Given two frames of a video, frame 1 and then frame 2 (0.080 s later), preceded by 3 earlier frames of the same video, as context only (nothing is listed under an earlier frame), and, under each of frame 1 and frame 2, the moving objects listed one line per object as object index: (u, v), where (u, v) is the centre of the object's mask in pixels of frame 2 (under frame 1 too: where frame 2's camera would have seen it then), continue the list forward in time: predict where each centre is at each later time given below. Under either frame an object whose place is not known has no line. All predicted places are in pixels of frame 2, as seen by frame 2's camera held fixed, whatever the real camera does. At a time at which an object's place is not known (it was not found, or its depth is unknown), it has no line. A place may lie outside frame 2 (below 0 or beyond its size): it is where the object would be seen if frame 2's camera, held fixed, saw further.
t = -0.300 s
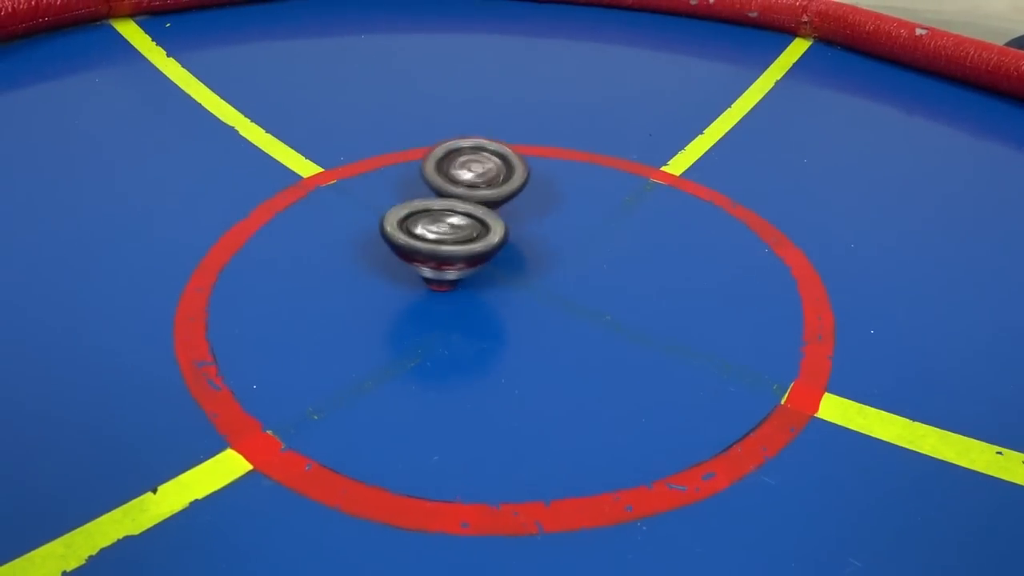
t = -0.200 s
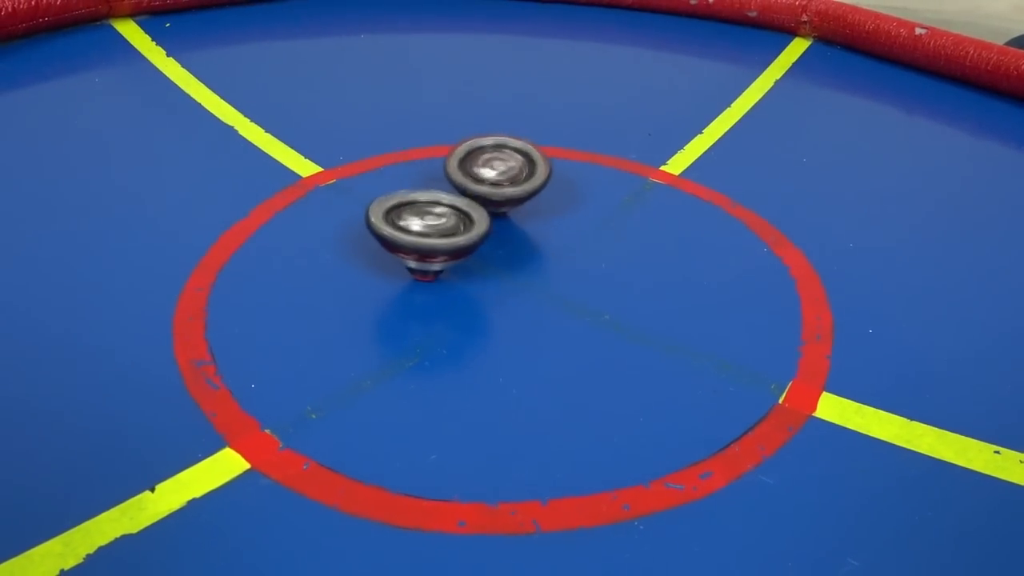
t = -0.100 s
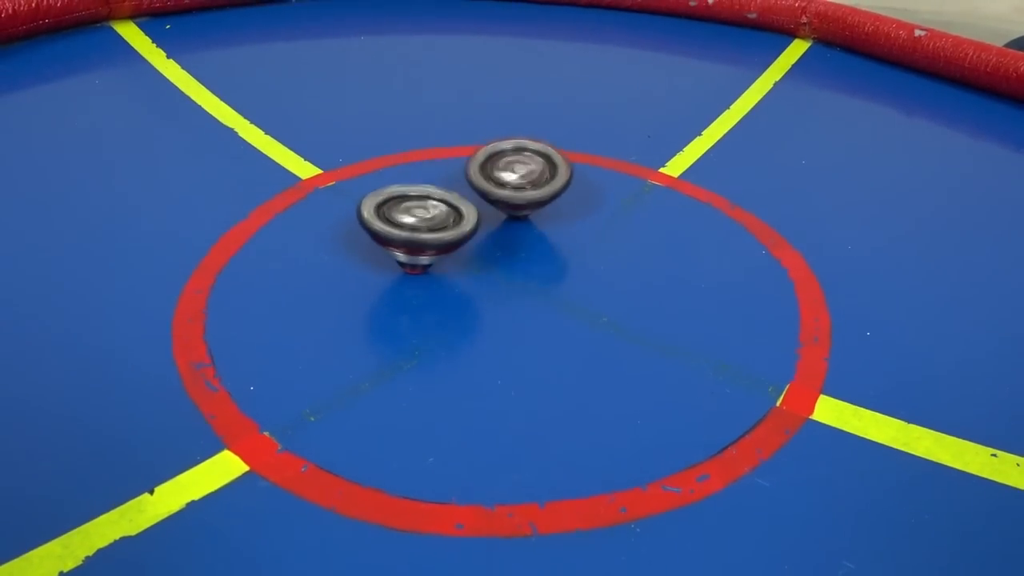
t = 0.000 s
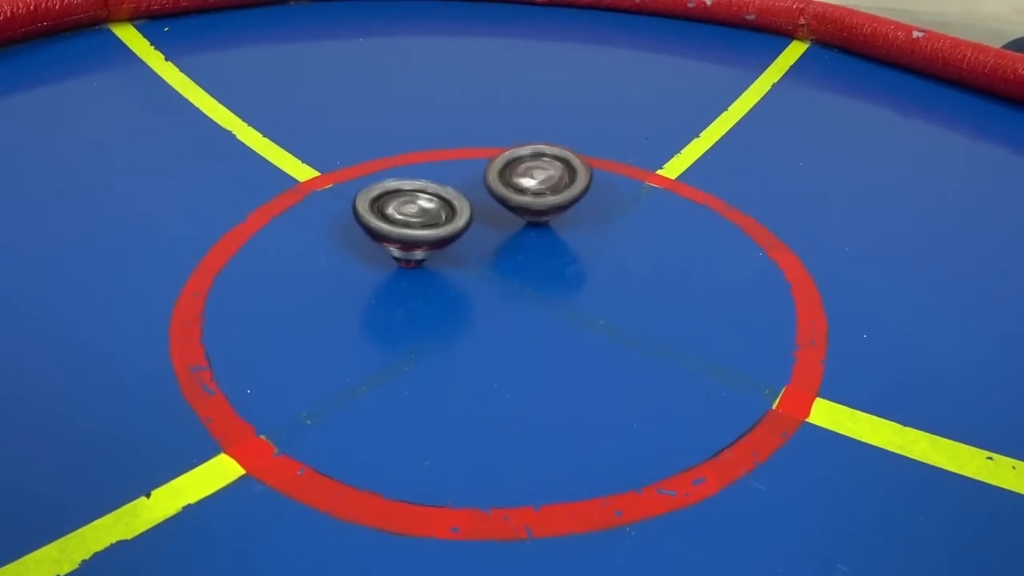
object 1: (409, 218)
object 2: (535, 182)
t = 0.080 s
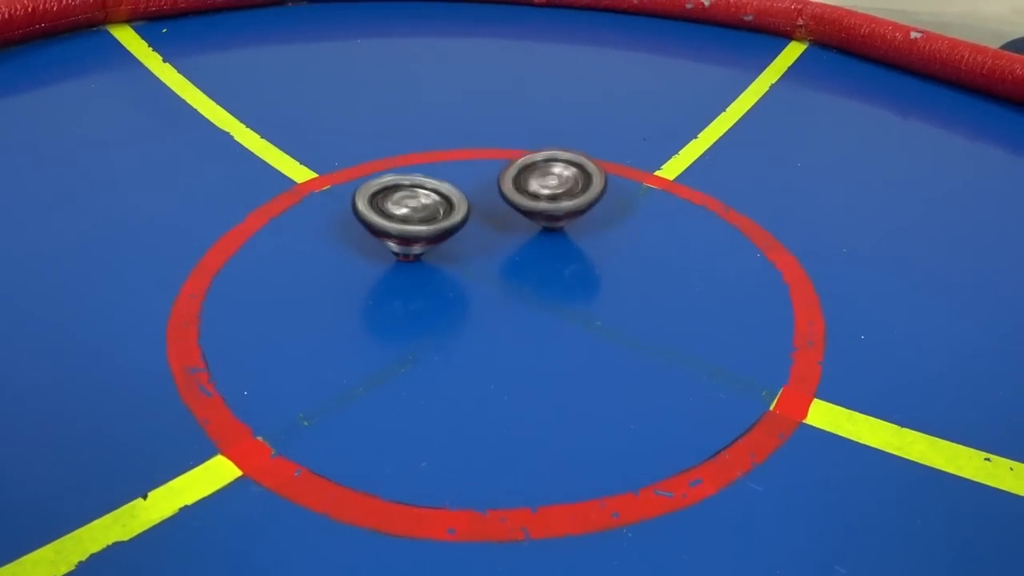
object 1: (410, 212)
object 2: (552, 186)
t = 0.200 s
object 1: (417, 204)
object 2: (576, 196)
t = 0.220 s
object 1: (419, 203)
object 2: (579, 198)
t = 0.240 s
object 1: (421, 201)
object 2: (582, 199)
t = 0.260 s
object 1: (423, 200)
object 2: (585, 202)
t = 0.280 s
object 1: (425, 199)
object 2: (589, 204)
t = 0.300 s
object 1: (427, 199)
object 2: (592, 206)
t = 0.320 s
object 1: (429, 198)
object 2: (594, 209)
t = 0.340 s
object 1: (432, 197)
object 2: (597, 211)
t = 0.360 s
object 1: (434, 196)
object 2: (600, 213)
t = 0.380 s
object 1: (437, 196)
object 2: (602, 215)
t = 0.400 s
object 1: (440, 195)
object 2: (604, 218)
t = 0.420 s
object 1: (443, 195)
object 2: (606, 220)
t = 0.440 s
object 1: (446, 194)
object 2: (607, 222)
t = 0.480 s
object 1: (453, 194)
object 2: (609, 227)
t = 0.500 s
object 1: (455, 193)
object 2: (610, 230)
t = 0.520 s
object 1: (458, 193)
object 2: (610, 232)
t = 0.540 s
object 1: (461, 193)
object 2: (610, 235)
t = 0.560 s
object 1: (465, 193)
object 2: (610, 238)
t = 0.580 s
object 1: (468, 194)
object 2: (610, 241)
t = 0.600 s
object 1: (471, 194)
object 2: (609, 243)
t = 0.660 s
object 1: (481, 195)
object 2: (605, 252)
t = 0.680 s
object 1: (484, 196)
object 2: (603, 255)
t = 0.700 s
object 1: (487, 196)
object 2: (601, 258)
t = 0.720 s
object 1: (490, 197)
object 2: (598, 261)
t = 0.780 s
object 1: (500, 200)
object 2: (590, 268)
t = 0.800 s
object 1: (503, 201)
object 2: (586, 271)
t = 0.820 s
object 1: (506, 202)
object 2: (583, 273)
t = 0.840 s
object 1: (509, 203)
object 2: (579, 275)
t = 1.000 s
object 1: (526, 211)
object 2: (538, 288)
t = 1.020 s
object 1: (527, 212)
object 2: (533, 288)
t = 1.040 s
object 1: (529, 212)
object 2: (526, 292)
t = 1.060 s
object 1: (531, 213)
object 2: (519, 298)
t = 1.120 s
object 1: (537, 213)
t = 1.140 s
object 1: (538, 212)
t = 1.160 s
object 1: (538, 212)
